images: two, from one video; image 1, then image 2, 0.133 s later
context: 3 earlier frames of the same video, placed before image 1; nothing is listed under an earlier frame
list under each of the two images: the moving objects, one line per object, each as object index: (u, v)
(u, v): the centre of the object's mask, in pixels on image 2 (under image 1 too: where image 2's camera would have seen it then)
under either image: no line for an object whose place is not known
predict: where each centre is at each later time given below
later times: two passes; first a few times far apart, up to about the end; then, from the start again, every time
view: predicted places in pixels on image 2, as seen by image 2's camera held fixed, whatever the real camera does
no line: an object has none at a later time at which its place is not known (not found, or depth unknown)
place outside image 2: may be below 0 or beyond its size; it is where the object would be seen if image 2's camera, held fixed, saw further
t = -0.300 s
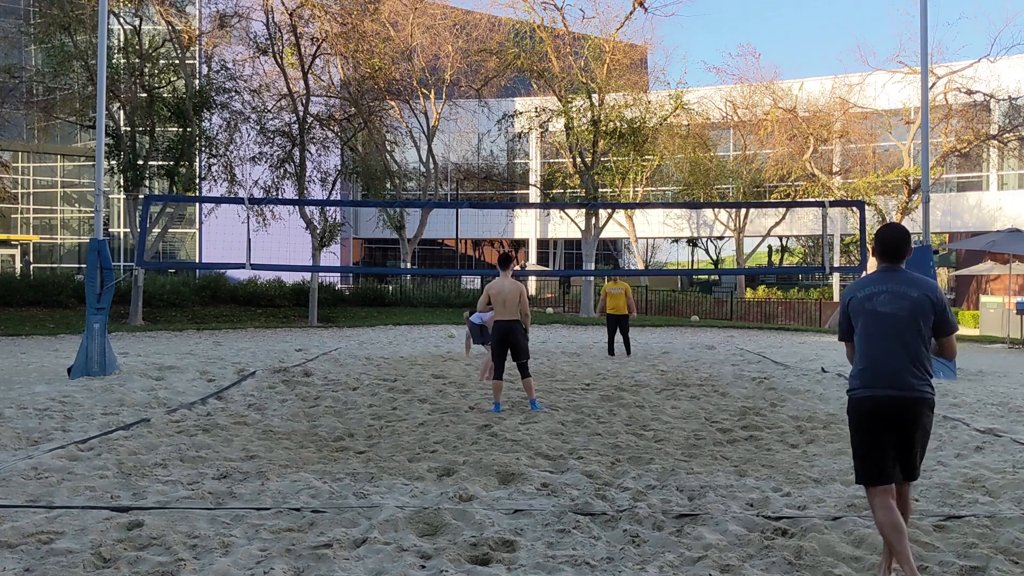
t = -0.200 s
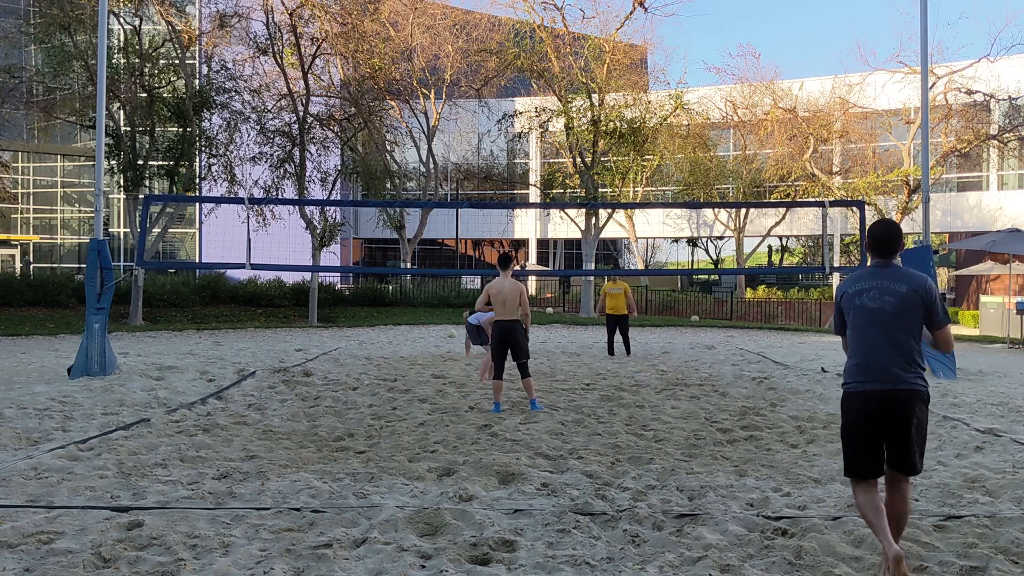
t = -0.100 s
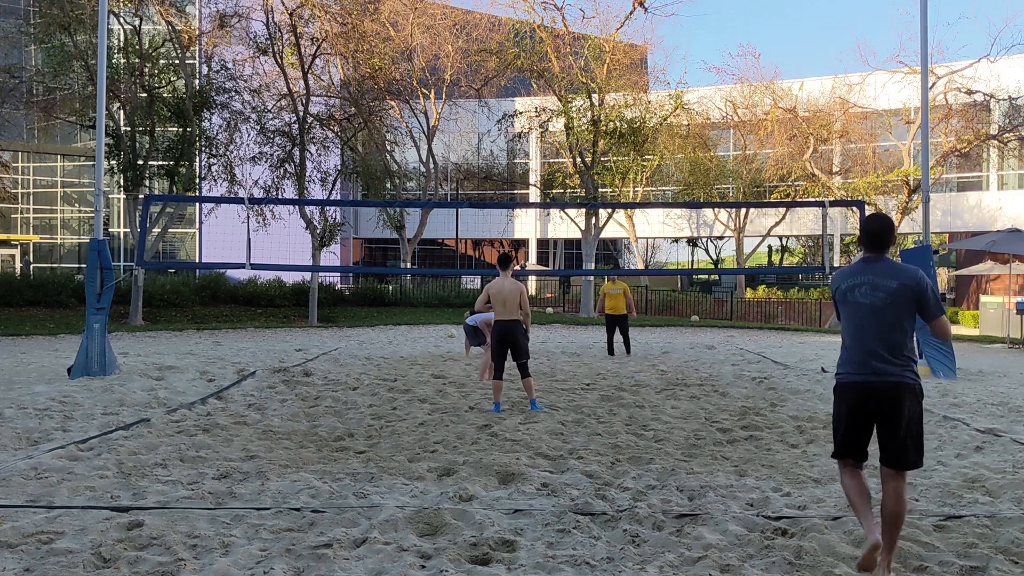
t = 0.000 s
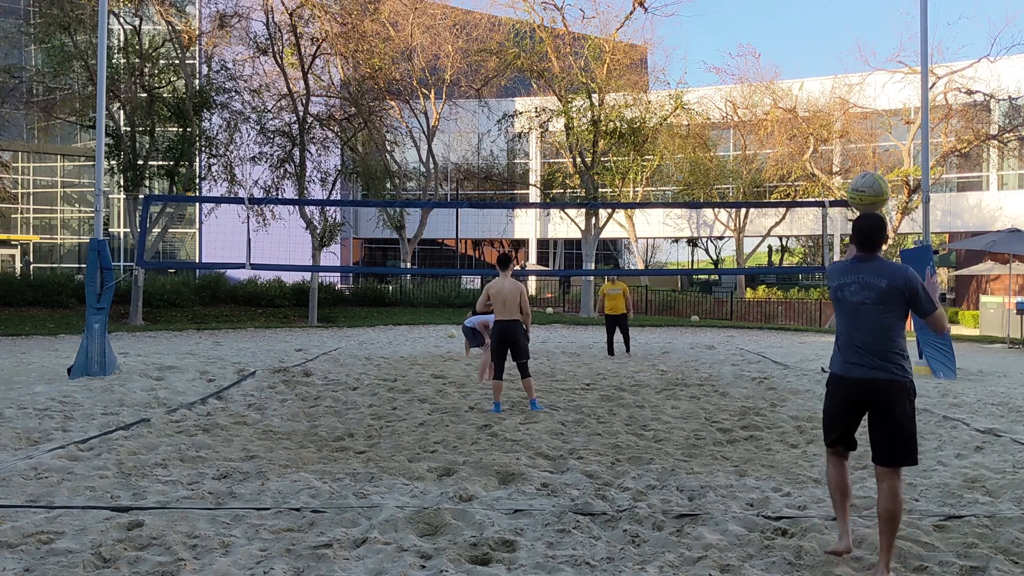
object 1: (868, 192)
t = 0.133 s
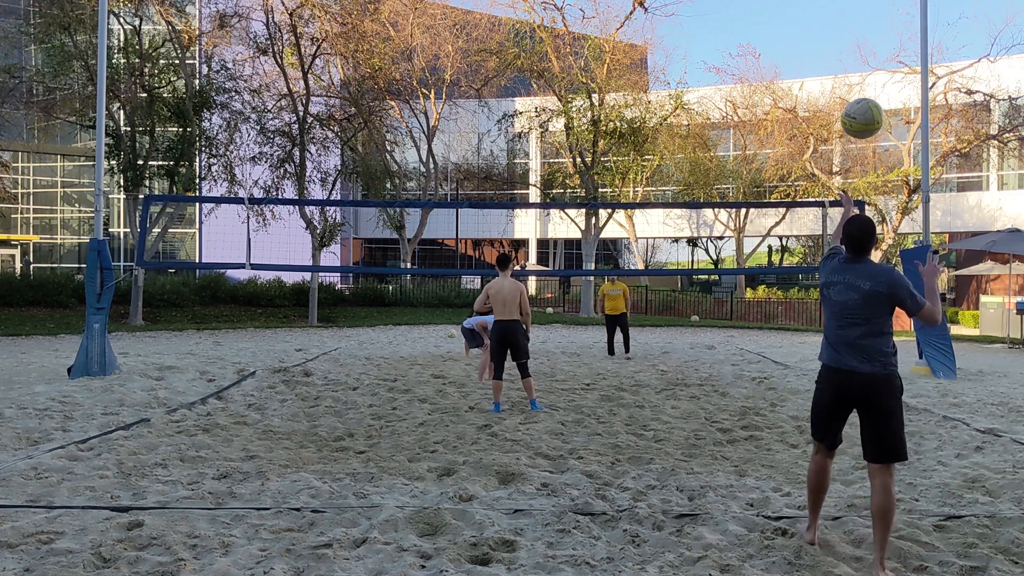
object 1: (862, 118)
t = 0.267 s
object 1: (856, 77)
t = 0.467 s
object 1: (846, 74)
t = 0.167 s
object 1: (861, 105)
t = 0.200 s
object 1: (859, 94)
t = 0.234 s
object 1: (857, 84)
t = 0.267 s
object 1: (856, 77)
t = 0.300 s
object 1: (854, 72)
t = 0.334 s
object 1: (852, 68)
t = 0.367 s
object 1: (851, 67)
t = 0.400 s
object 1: (849, 68)
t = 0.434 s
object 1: (848, 70)
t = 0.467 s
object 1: (846, 74)
